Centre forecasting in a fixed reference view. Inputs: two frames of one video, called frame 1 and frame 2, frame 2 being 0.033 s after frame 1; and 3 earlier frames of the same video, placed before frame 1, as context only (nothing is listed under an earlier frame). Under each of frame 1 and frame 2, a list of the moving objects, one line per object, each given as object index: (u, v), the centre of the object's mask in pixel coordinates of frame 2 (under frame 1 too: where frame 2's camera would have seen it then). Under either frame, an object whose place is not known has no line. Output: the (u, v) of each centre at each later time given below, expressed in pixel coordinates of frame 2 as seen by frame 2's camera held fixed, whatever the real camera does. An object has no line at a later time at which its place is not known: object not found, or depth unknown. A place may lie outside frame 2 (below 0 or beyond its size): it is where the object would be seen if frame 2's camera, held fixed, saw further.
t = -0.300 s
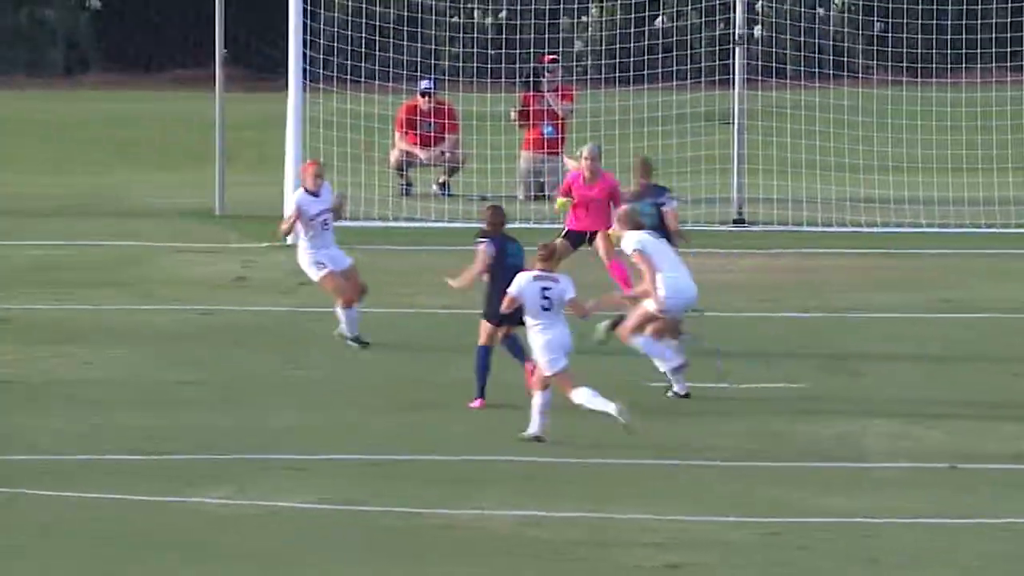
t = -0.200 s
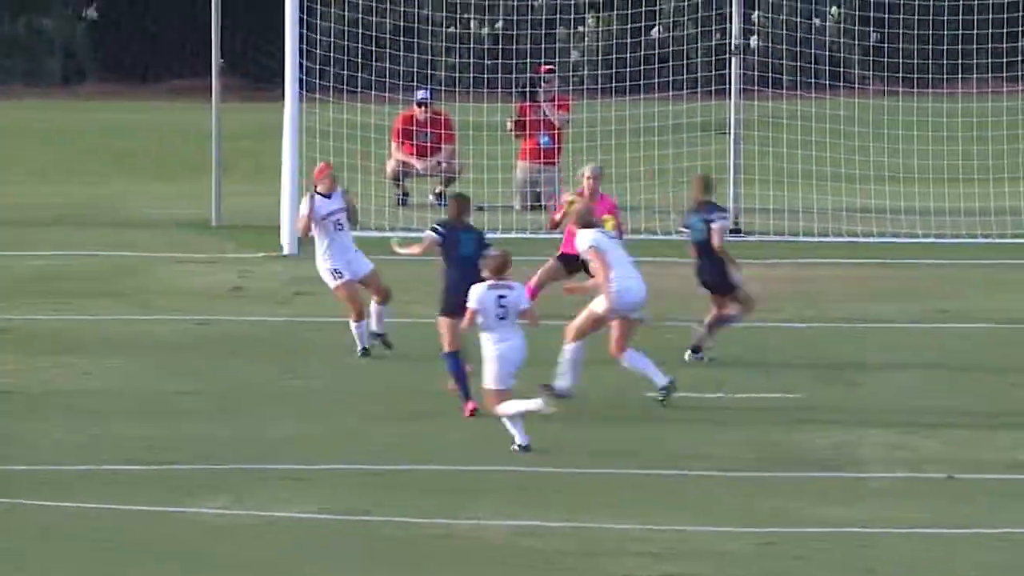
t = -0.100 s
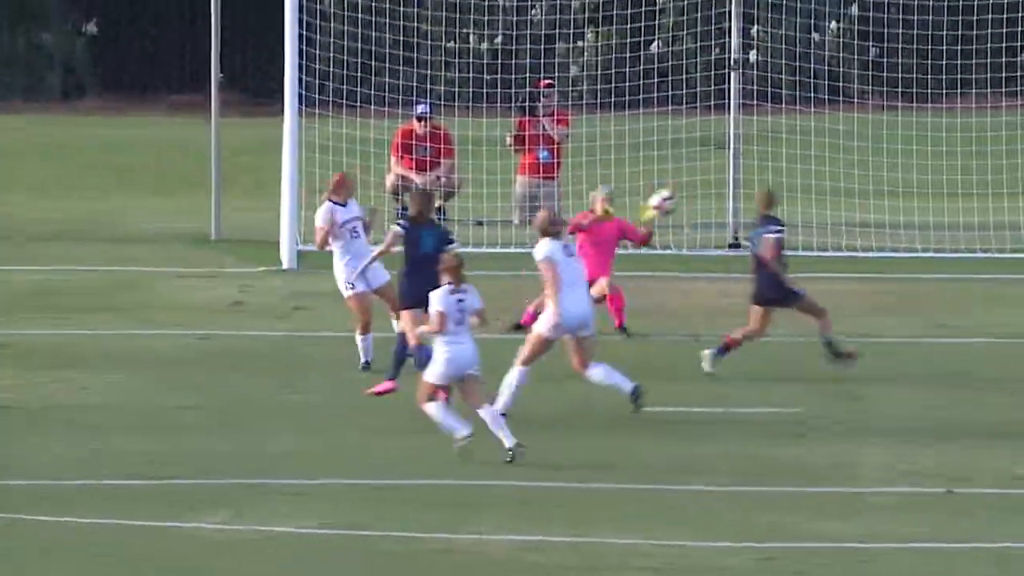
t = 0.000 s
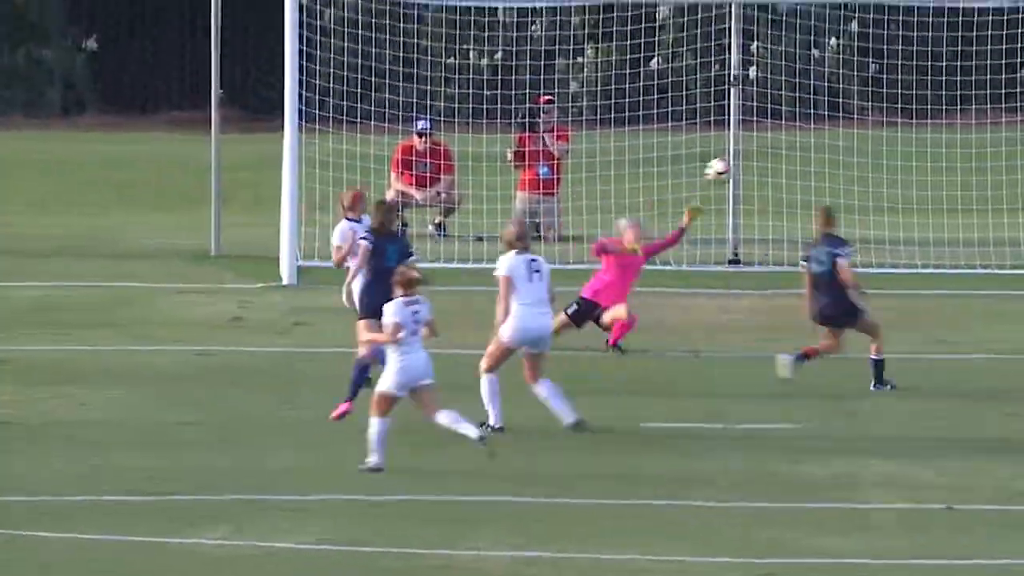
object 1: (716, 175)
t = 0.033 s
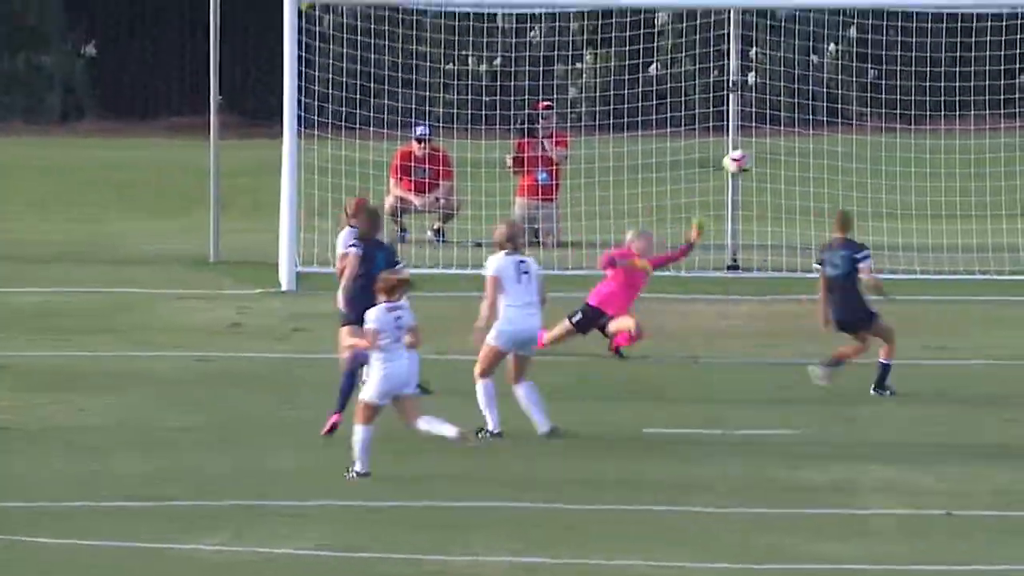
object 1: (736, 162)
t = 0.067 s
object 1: (755, 149)
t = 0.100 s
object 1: (773, 137)
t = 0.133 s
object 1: (792, 127)
